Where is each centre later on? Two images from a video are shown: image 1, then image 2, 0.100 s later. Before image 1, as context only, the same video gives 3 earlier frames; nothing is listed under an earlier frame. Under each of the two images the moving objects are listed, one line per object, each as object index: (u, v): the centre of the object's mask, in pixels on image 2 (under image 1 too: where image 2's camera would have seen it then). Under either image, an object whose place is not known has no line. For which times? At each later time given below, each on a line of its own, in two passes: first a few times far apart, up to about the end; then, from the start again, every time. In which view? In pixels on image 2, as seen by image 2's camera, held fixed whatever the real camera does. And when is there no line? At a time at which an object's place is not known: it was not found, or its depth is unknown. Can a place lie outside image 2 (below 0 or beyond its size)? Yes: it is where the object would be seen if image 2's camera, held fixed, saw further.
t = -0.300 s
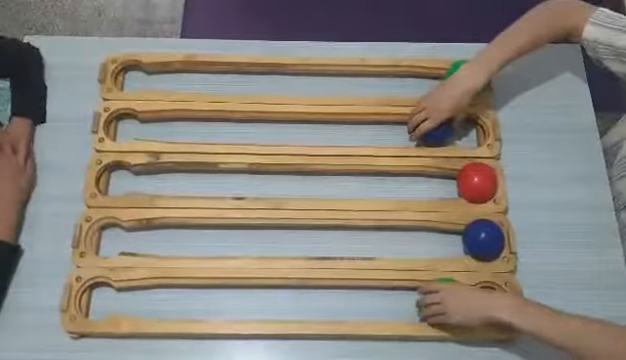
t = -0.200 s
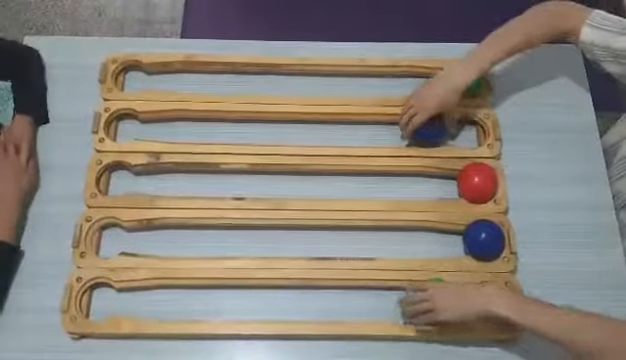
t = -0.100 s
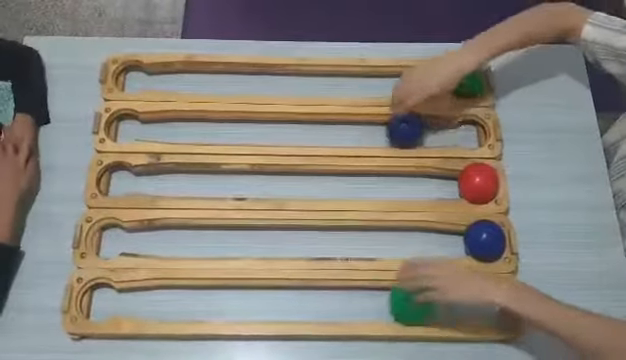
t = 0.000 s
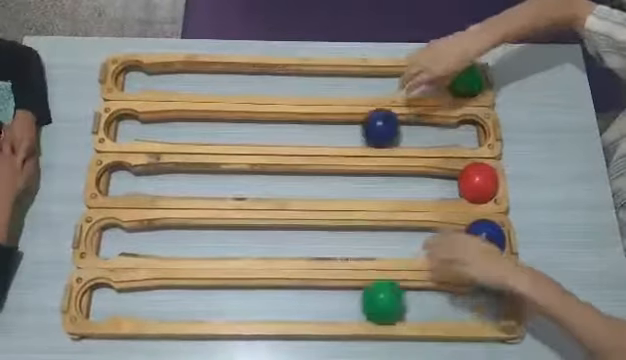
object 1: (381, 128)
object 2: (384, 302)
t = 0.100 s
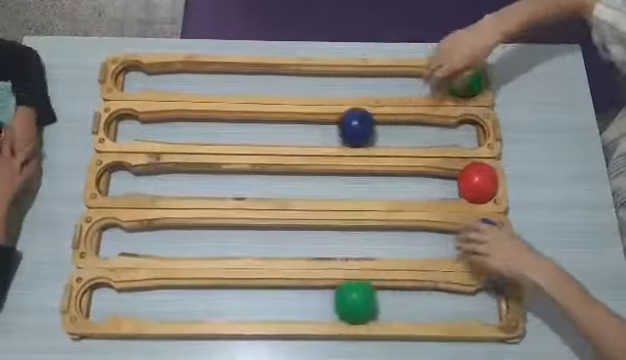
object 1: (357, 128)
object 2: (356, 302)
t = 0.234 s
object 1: (325, 128)
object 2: (321, 301)
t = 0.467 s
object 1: (273, 126)
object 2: (261, 300)
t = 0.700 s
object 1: (223, 125)
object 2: (204, 300)
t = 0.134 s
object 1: (348, 128)
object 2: (347, 302)
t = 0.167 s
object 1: (341, 128)
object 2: (339, 301)
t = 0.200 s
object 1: (333, 128)
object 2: (329, 301)
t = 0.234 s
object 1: (325, 128)
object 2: (321, 301)
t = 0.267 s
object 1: (318, 127)
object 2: (312, 300)
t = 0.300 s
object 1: (310, 127)
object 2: (303, 301)
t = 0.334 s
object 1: (302, 127)
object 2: (295, 301)
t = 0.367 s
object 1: (295, 127)
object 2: (286, 300)
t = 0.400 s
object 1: (288, 127)
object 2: (278, 300)
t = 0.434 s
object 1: (280, 126)
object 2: (269, 300)
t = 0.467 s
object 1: (273, 126)
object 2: (261, 300)
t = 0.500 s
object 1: (266, 126)
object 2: (253, 300)
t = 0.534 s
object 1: (259, 126)
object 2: (244, 300)
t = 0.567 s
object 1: (251, 126)
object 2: (236, 300)
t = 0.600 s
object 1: (244, 126)
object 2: (228, 300)
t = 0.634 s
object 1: (237, 126)
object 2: (219, 300)
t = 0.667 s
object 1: (230, 126)
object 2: (212, 300)
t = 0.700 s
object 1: (223, 125)
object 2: (204, 300)
